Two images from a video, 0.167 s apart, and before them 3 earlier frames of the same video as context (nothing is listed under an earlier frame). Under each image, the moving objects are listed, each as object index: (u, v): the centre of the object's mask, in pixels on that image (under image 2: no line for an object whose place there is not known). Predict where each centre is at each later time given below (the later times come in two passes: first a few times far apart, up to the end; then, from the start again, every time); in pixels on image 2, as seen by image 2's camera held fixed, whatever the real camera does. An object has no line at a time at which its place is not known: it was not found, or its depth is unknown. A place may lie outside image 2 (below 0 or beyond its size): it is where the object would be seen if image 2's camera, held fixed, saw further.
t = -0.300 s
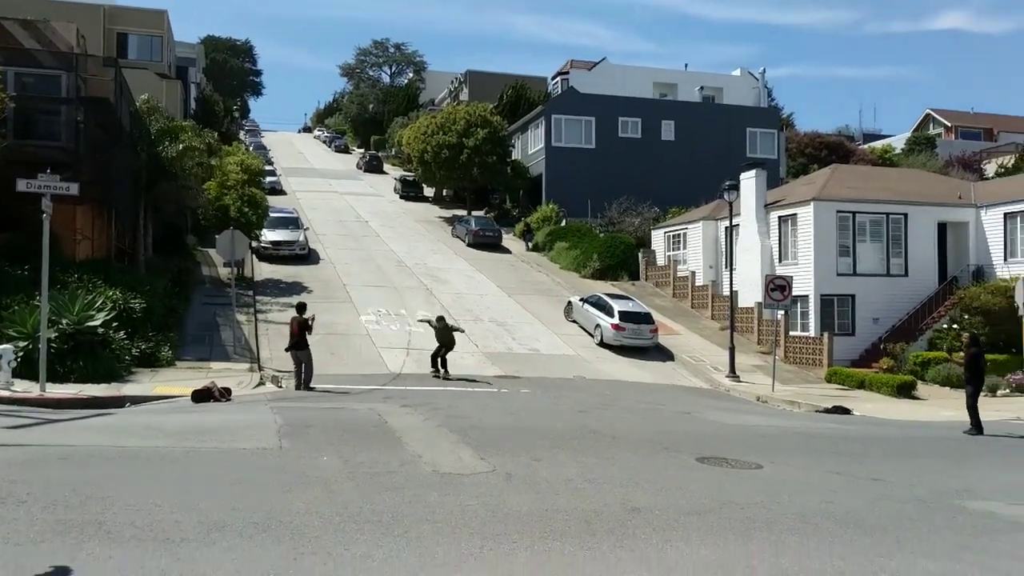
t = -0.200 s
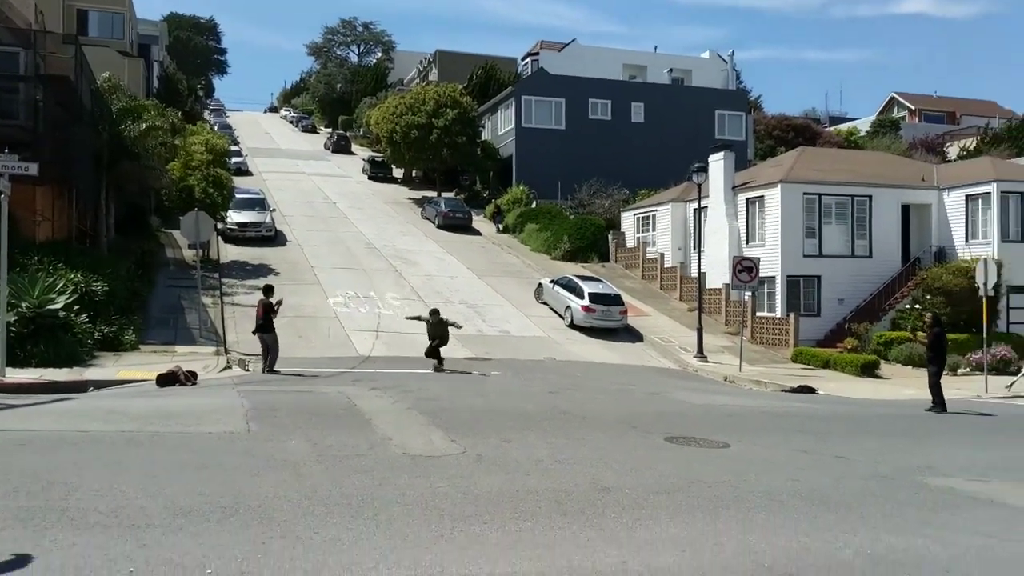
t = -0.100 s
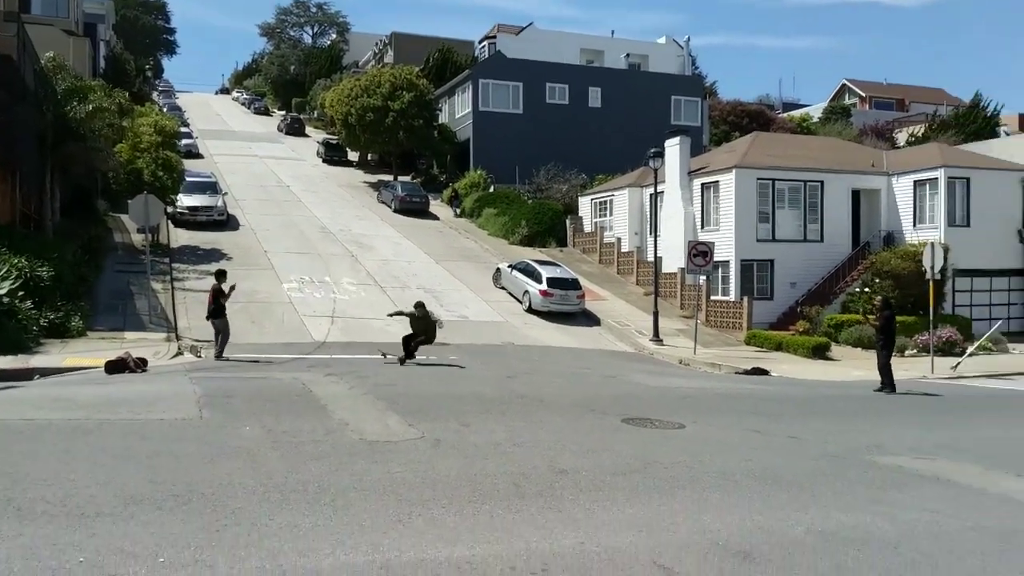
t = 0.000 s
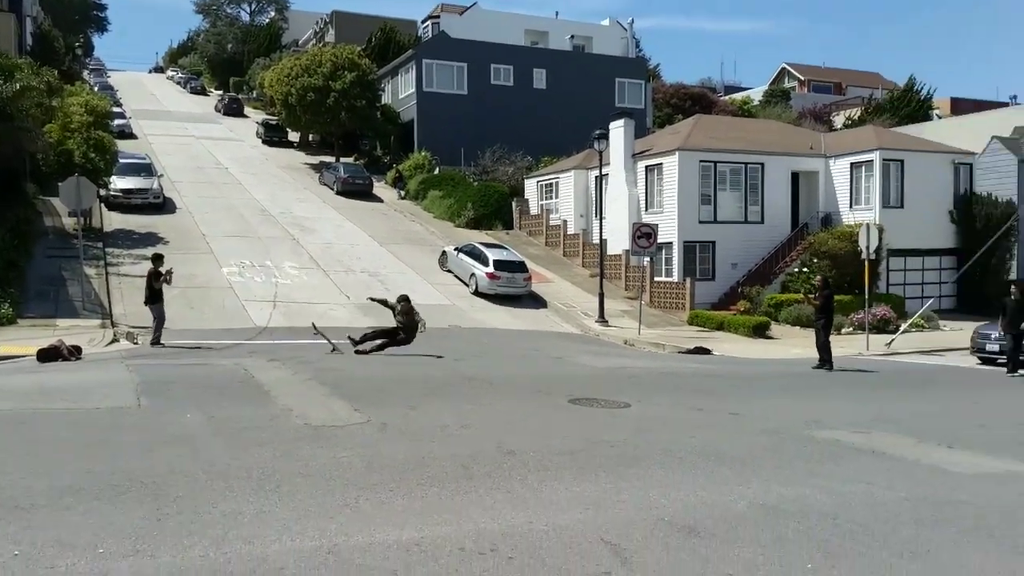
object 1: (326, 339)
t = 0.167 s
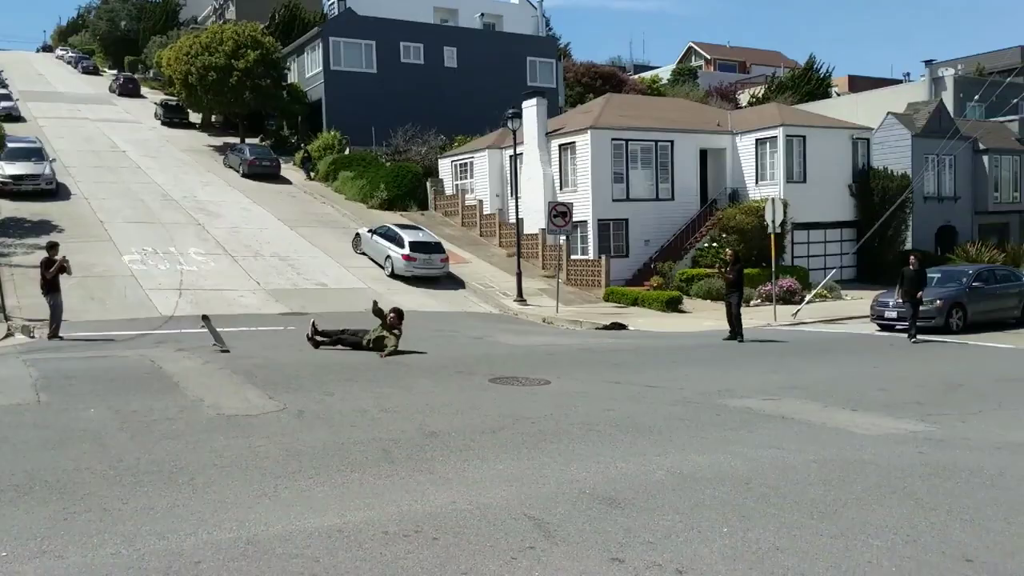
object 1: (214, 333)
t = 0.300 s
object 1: (205, 337)
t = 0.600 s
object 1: (184, 350)
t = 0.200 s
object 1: (212, 334)
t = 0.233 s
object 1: (210, 335)
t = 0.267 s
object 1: (208, 337)
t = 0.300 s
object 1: (205, 337)
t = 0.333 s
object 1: (203, 338)
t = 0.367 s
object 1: (201, 340)
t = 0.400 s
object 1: (199, 341)
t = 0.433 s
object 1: (196, 342)
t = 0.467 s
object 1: (194, 343)
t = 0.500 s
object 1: (191, 345)
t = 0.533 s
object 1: (189, 347)
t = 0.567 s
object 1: (187, 348)
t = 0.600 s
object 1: (184, 350)
